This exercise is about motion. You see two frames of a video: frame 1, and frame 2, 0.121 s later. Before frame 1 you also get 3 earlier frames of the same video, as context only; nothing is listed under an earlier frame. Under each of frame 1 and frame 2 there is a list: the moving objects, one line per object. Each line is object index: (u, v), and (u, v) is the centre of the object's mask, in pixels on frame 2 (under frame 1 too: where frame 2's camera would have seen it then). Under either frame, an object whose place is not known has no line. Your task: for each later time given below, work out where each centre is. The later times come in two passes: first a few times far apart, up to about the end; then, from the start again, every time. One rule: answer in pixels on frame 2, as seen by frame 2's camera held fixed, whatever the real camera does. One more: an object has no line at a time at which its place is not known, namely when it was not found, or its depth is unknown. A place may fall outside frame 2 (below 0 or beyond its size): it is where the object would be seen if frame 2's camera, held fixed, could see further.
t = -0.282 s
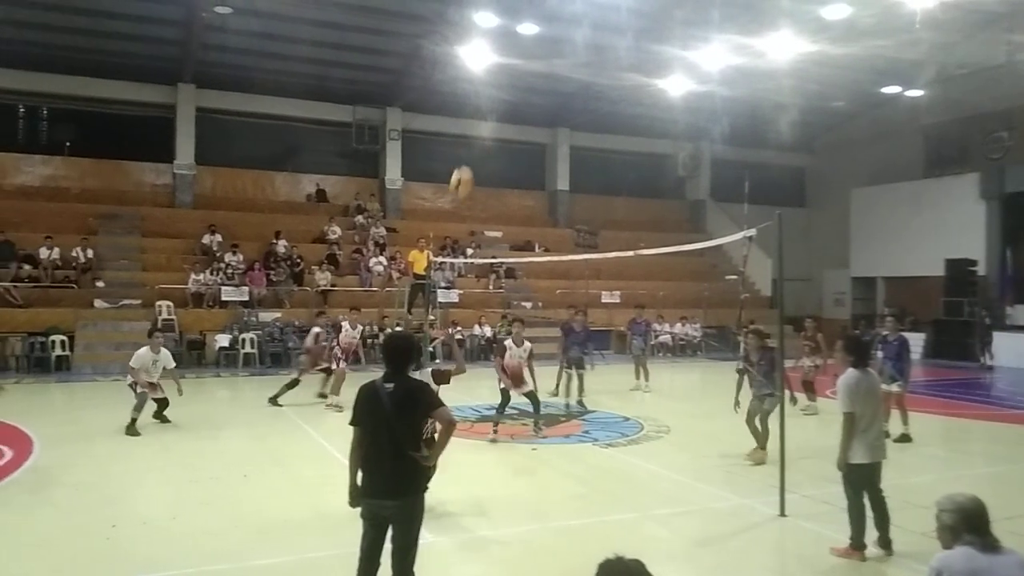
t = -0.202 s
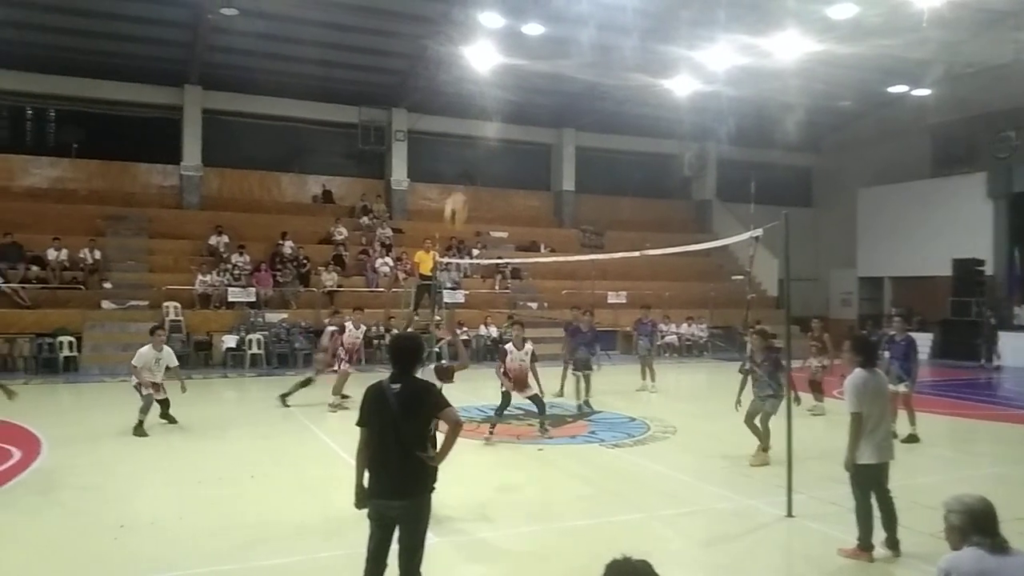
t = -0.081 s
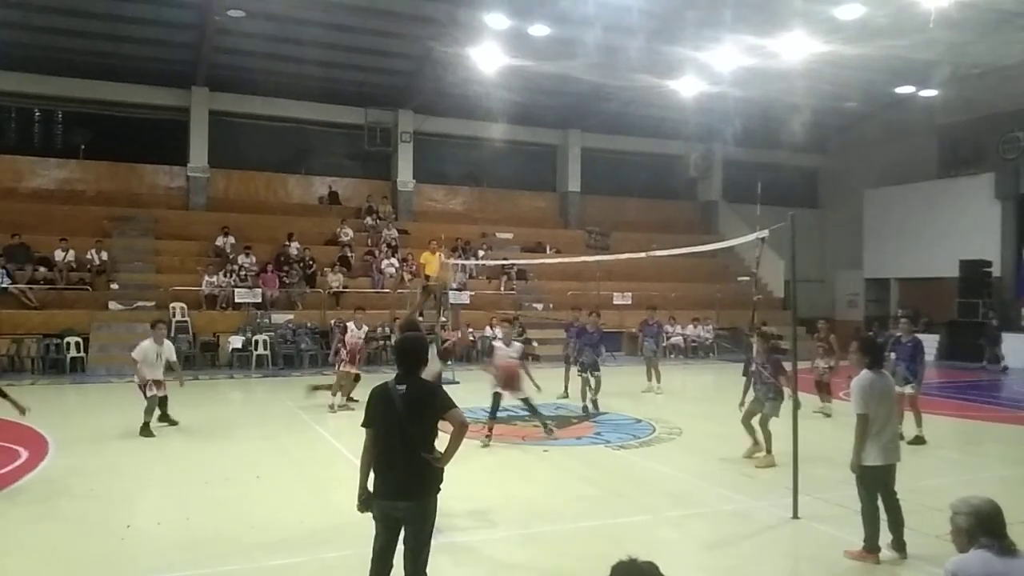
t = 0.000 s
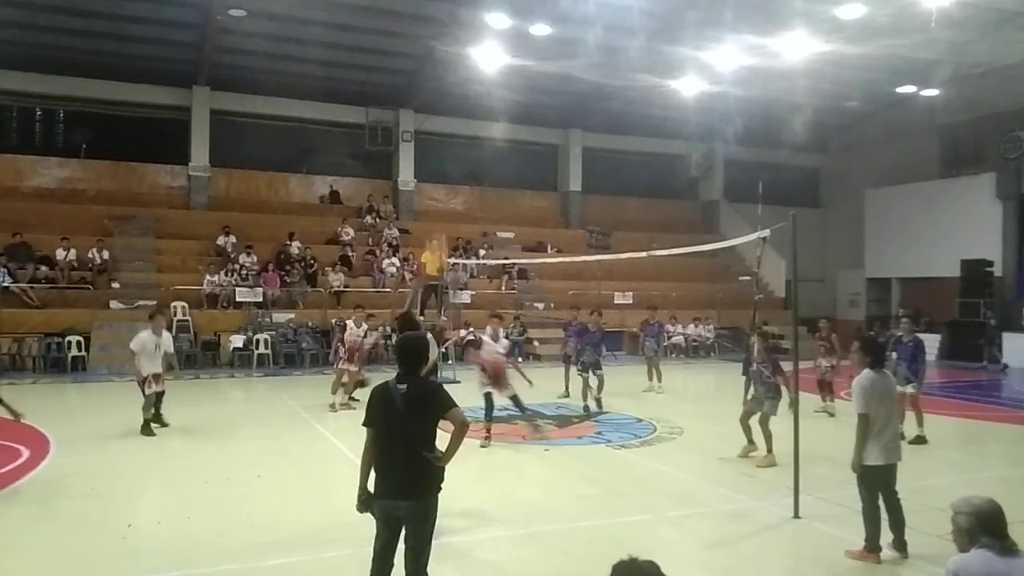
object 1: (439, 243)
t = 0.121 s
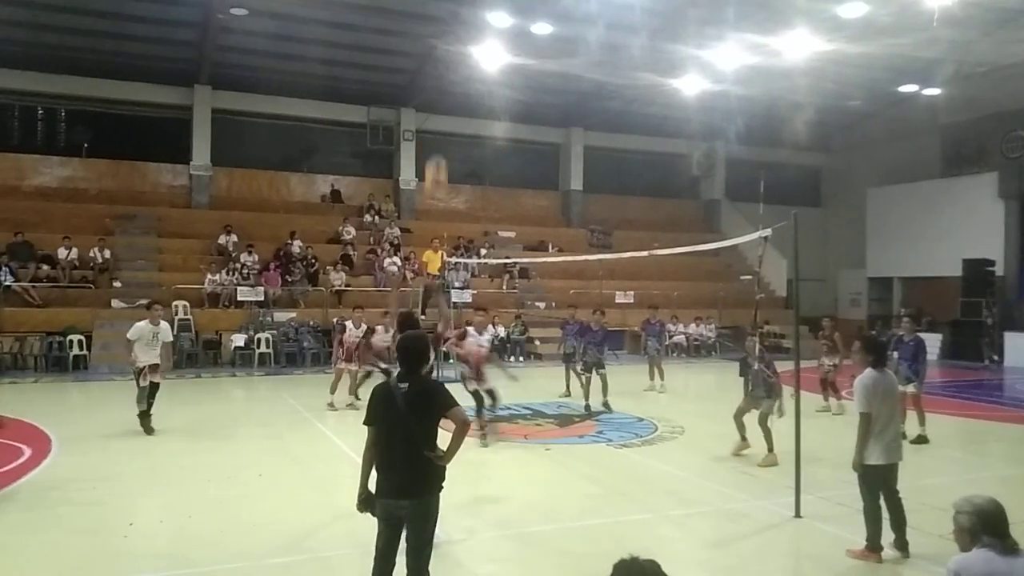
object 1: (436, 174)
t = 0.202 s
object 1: (434, 132)
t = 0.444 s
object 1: (429, 53)
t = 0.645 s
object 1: (427, 41)
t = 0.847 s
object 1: (425, 67)
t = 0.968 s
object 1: (423, 98)
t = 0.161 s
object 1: (435, 153)
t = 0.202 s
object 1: (434, 132)
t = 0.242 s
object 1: (433, 114)
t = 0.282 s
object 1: (433, 98)
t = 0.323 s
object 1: (431, 81)
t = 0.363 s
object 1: (430, 71)
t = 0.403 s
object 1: (430, 61)
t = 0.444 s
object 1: (429, 53)
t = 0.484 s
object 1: (428, 47)
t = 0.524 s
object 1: (428, 42)
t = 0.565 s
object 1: (427, 40)
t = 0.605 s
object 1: (426, 39)
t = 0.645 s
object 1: (427, 41)
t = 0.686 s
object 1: (426, 42)
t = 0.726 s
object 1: (425, 45)
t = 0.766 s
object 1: (425, 52)
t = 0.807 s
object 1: (425, 57)
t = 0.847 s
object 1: (425, 67)
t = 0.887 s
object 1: (424, 75)
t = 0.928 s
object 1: (423, 85)
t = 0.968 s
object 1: (423, 98)
